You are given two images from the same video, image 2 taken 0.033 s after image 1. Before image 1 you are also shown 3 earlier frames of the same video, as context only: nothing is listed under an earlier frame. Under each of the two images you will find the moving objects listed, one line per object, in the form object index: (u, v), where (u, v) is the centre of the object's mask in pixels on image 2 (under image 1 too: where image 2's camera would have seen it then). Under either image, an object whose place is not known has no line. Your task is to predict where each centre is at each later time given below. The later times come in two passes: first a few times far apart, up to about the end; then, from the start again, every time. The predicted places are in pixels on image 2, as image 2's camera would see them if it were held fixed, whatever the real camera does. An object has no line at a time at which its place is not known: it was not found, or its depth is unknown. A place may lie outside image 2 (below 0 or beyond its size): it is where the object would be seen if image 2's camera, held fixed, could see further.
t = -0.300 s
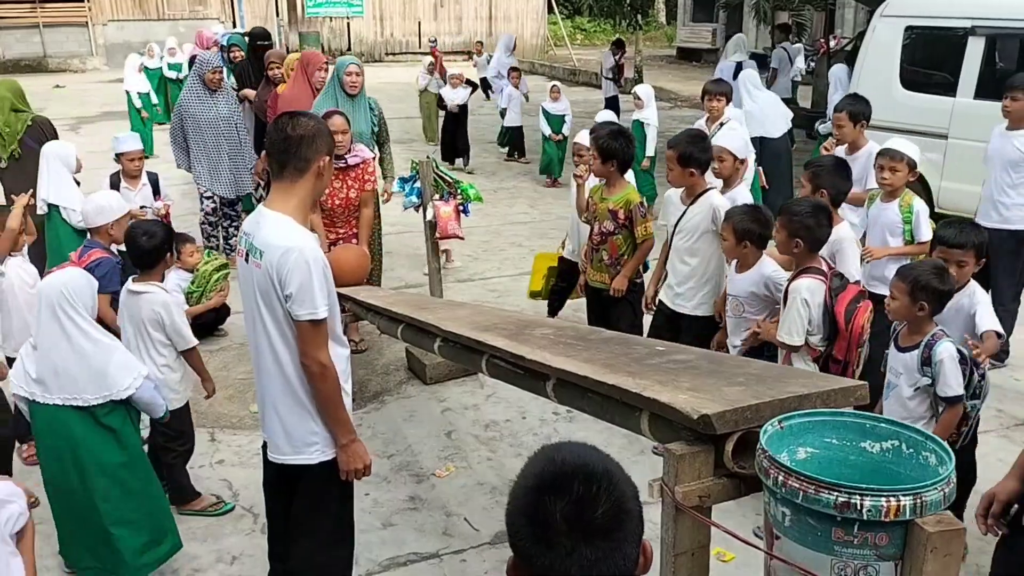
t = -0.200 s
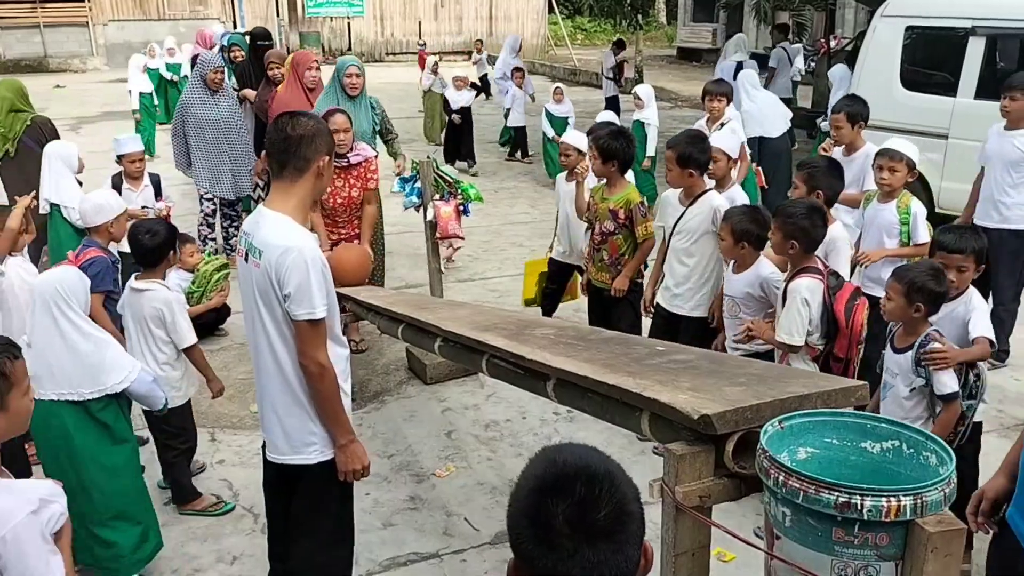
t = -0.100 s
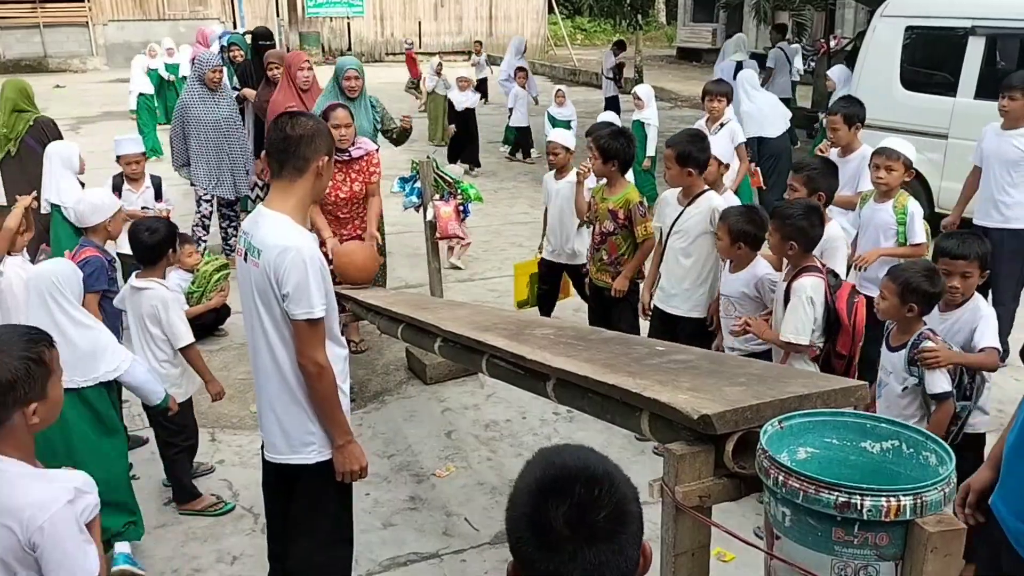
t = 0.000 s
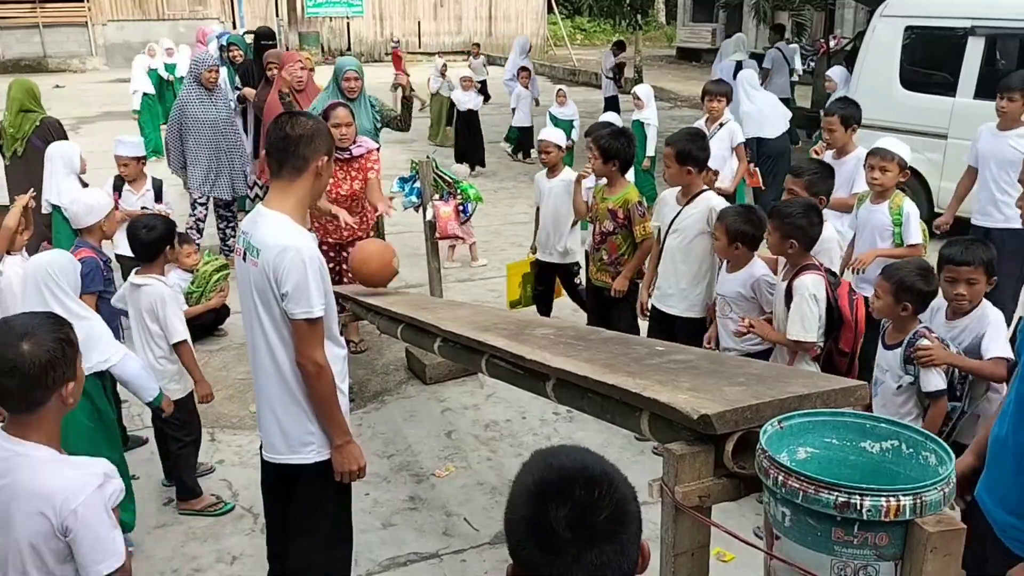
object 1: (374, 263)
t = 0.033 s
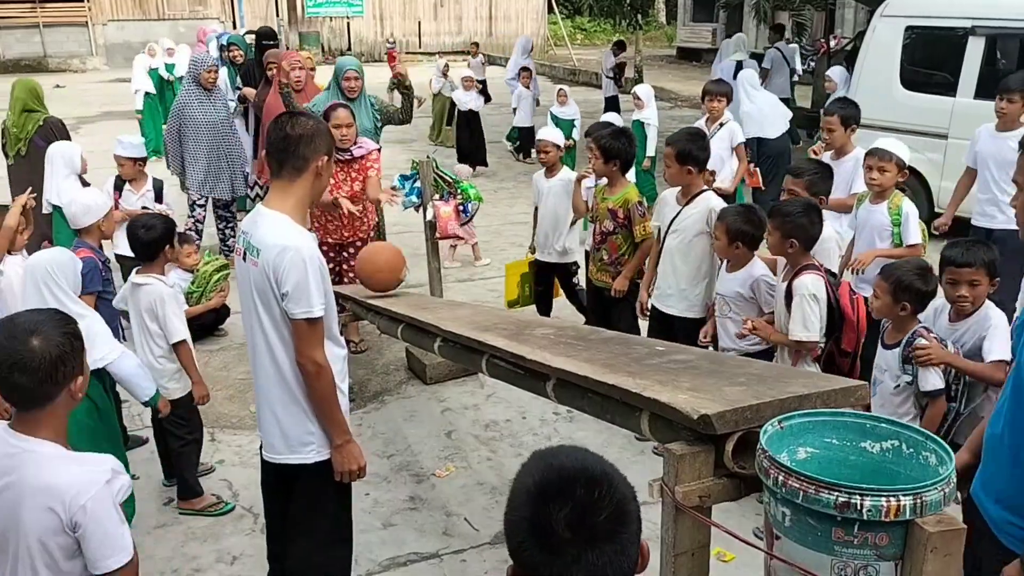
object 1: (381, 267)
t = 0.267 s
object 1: (421, 283)
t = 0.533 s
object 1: (472, 293)
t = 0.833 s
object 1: (542, 310)
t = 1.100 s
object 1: (617, 325)
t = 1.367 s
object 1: (697, 346)
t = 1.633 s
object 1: (757, 429)
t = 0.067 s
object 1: (388, 274)
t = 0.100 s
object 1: (395, 277)
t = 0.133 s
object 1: (399, 274)
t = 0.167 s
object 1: (404, 274)
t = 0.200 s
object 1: (409, 275)
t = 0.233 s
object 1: (415, 280)
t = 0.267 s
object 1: (421, 283)
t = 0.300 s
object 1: (426, 282)
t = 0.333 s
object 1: (432, 283)
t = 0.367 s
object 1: (438, 285)
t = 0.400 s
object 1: (444, 287)
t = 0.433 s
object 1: (451, 290)
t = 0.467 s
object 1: (457, 290)
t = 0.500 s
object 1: (465, 290)
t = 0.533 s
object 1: (472, 293)
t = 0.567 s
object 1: (478, 297)
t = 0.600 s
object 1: (485, 298)
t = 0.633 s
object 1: (493, 299)
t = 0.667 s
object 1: (501, 300)
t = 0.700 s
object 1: (509, 302)
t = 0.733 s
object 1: (517, 305)
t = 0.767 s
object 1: (525, 307)
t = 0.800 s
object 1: (534, 308)
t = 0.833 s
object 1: (542, 310)
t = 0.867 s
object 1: (552, 313)
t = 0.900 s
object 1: (560, 315)
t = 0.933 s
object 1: (570, 317)
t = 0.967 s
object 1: (579, 319)
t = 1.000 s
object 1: (588, 321)
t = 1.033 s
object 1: (598, 324)
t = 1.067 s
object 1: (607, 325)
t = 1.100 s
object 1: (617, 325)
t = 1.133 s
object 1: (628, 329)
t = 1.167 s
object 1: (638, 333)
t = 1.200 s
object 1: (647, 333)
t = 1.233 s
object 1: (657, 336)
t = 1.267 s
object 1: (667, 340)
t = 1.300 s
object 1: (677, 341)
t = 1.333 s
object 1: (687, 343)
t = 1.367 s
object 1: (697, 346)
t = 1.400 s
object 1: (707, 349)
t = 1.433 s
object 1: (716, 352)
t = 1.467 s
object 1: (726, 359)
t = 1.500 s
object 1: (736, 372)
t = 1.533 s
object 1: (746, 392)
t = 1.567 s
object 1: (755, 413)
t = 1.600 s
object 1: (757, 421)
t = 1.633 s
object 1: (757, 429)
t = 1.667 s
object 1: (755, 443)
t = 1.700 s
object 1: (753, 463)
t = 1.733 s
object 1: (752, 492)
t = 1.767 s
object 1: (750, 516)
